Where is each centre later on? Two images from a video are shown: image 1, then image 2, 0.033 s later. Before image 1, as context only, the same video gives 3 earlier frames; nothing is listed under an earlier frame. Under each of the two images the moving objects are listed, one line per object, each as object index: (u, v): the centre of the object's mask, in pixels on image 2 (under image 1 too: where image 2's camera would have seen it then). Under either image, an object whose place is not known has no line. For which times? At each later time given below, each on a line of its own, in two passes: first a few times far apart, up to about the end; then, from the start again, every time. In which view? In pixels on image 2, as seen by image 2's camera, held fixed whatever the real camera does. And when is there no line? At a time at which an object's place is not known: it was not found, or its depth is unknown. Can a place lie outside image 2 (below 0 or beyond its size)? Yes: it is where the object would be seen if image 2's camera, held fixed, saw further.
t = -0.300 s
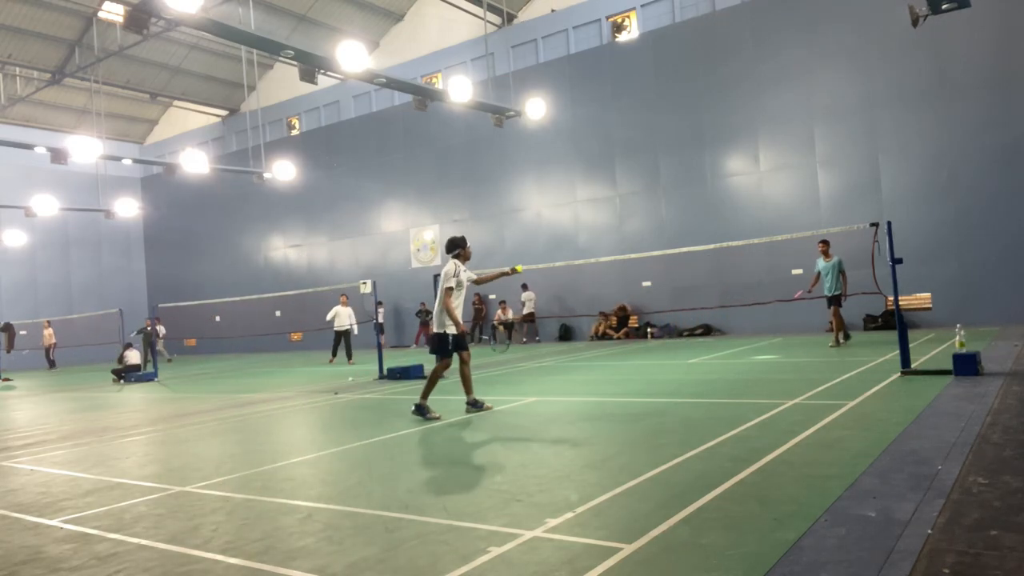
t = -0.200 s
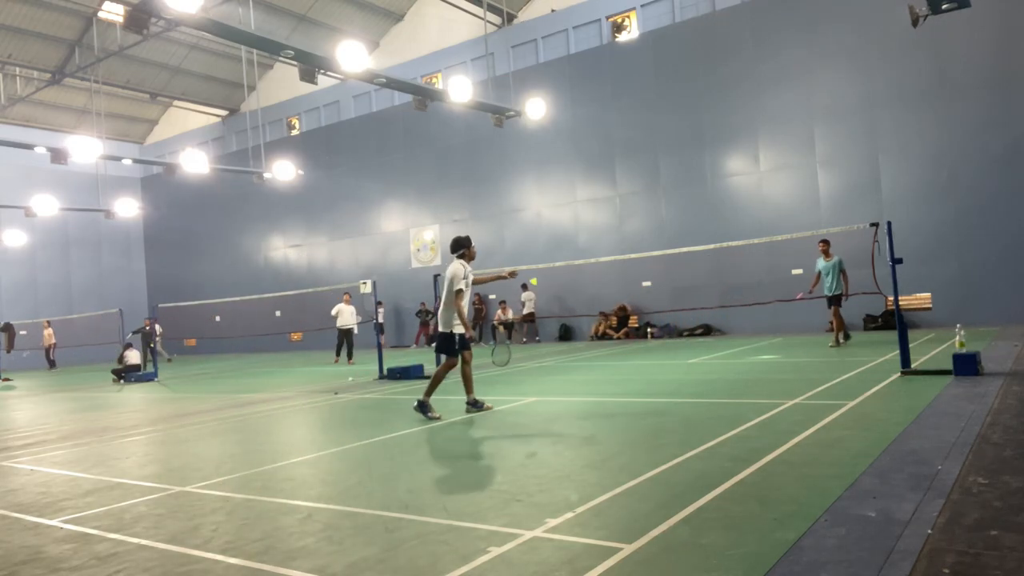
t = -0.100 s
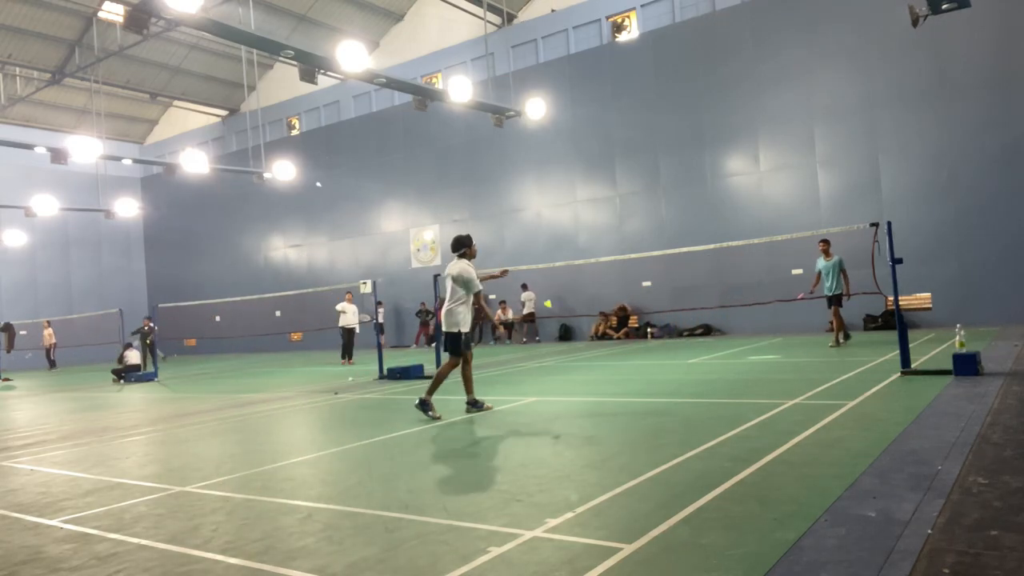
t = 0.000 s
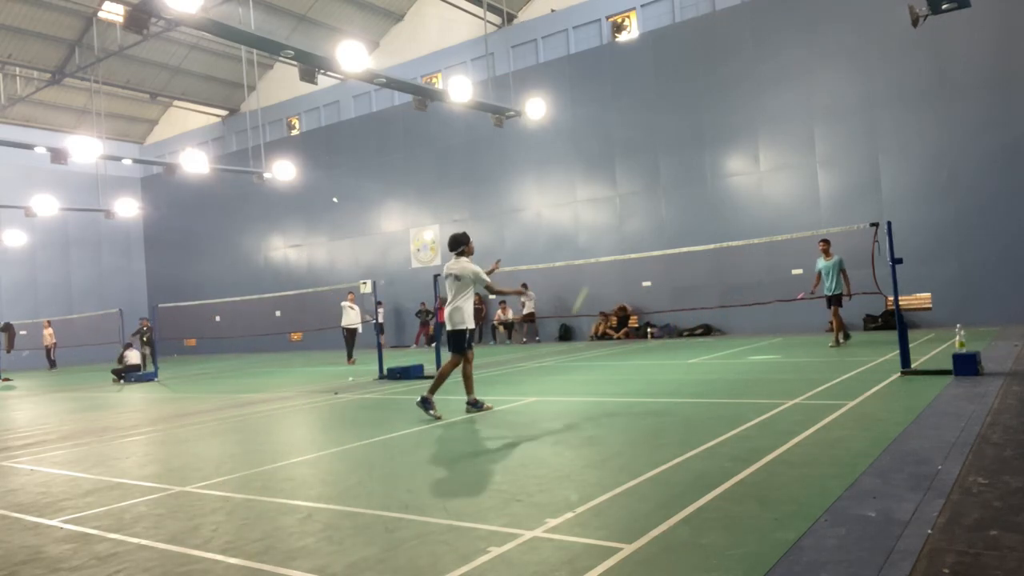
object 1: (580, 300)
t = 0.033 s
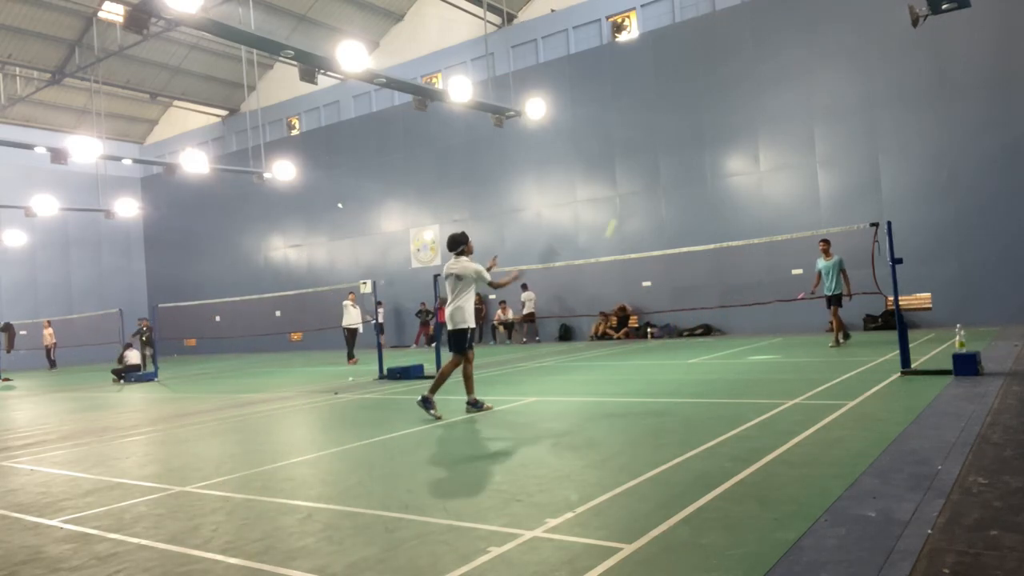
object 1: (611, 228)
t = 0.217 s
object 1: (688, 77)
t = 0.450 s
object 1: (728, 26)
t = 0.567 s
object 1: (743, 21)
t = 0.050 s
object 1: (621, 204)
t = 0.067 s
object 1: (632, 183)
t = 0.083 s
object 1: (641, 165)
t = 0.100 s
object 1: (649, 148)
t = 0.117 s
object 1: (657, 134)
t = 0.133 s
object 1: (663, 122)
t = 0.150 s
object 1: (669, 111)
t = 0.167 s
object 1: (674, 101)
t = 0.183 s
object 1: (679, 92)
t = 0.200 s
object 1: (684, 84)
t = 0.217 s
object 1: (688, 77)
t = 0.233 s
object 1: (692, 70)
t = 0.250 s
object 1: (696, 64)
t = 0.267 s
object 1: (699, 59)
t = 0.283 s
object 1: (702, 54)
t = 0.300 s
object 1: (706, 50)
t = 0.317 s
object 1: (709, 45)
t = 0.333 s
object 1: (712, 42)
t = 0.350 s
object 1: (714, 39)
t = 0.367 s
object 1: (717, 36)
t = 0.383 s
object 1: (720, 33)
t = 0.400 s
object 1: (722, 31)
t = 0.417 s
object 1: (724, 29)
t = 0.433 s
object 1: (726, 27)
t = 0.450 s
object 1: (728, 26)
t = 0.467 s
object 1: (731, 24)
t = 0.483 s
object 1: (733, 23)
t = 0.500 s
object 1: (735, 22)
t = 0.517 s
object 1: (737, 21)
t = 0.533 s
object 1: (739, 21)
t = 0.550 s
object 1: (741, 21)
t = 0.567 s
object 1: (743, 21)
